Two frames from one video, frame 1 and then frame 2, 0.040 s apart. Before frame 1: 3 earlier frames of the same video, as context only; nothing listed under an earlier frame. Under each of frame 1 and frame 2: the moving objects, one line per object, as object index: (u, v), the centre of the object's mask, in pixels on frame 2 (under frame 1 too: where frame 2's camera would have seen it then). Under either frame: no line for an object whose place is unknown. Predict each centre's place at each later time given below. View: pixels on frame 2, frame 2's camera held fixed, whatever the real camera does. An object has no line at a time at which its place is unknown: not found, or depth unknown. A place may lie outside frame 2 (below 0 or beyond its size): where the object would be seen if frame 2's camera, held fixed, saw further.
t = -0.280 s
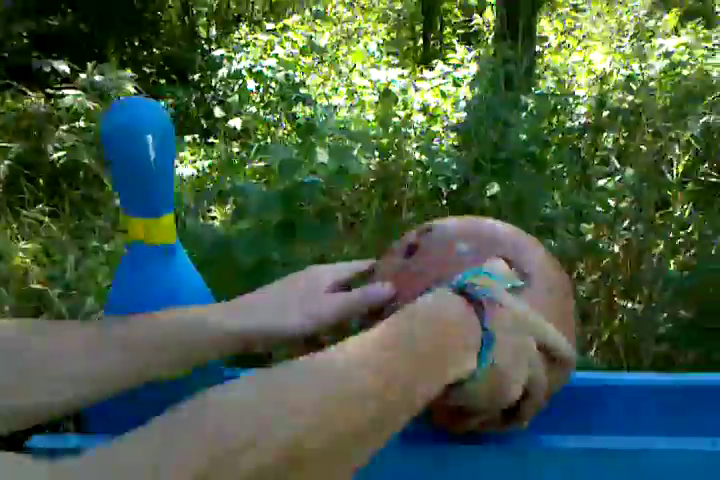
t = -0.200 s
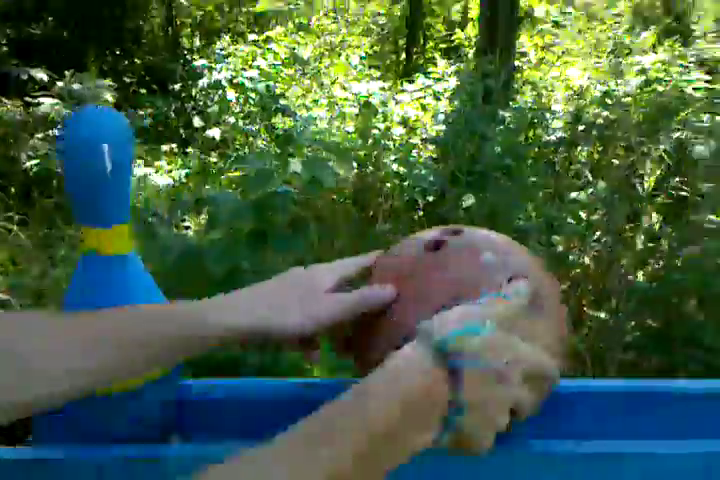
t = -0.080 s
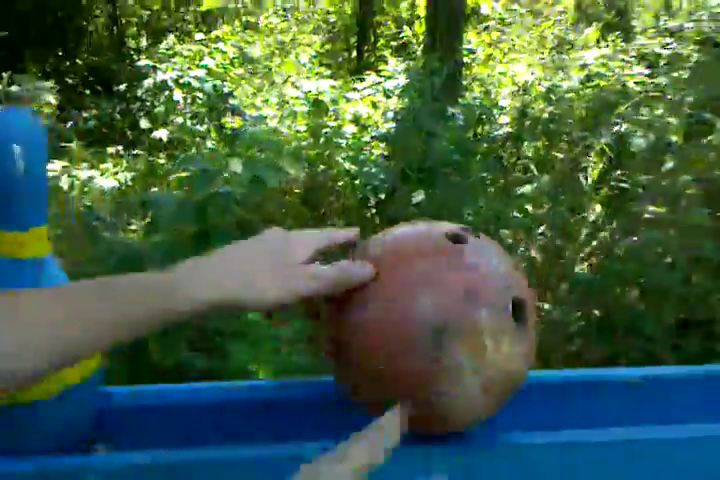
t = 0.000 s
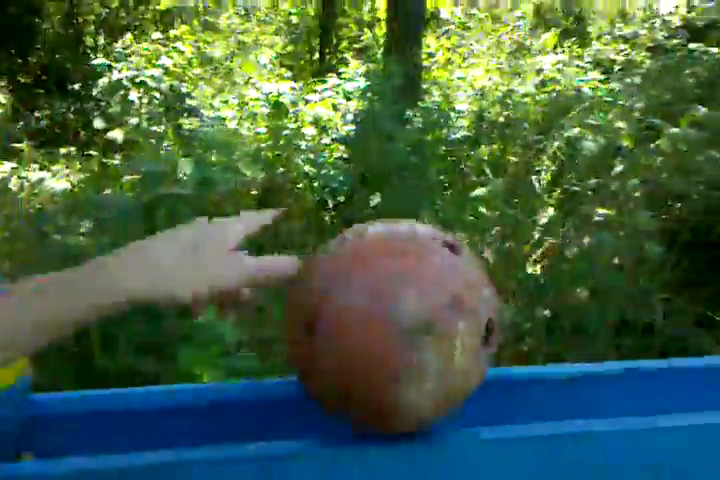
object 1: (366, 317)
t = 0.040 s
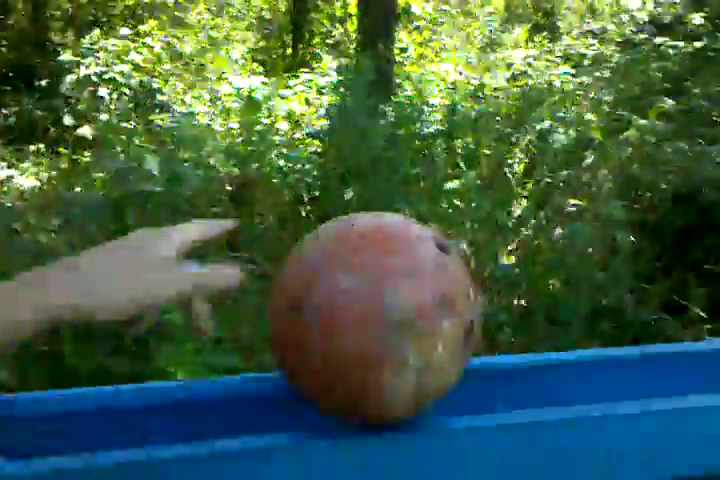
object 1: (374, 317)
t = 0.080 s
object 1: (375, 316)
